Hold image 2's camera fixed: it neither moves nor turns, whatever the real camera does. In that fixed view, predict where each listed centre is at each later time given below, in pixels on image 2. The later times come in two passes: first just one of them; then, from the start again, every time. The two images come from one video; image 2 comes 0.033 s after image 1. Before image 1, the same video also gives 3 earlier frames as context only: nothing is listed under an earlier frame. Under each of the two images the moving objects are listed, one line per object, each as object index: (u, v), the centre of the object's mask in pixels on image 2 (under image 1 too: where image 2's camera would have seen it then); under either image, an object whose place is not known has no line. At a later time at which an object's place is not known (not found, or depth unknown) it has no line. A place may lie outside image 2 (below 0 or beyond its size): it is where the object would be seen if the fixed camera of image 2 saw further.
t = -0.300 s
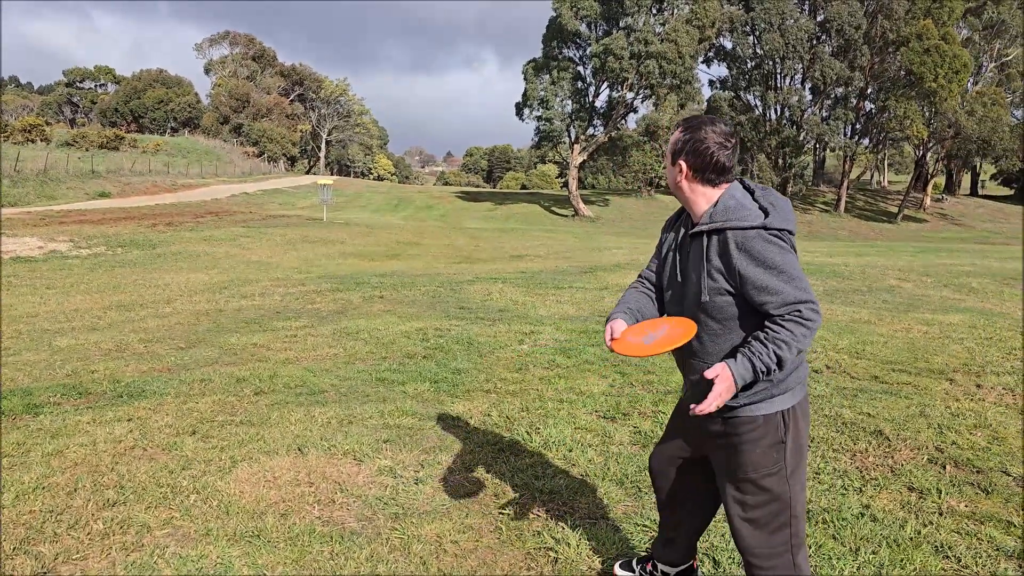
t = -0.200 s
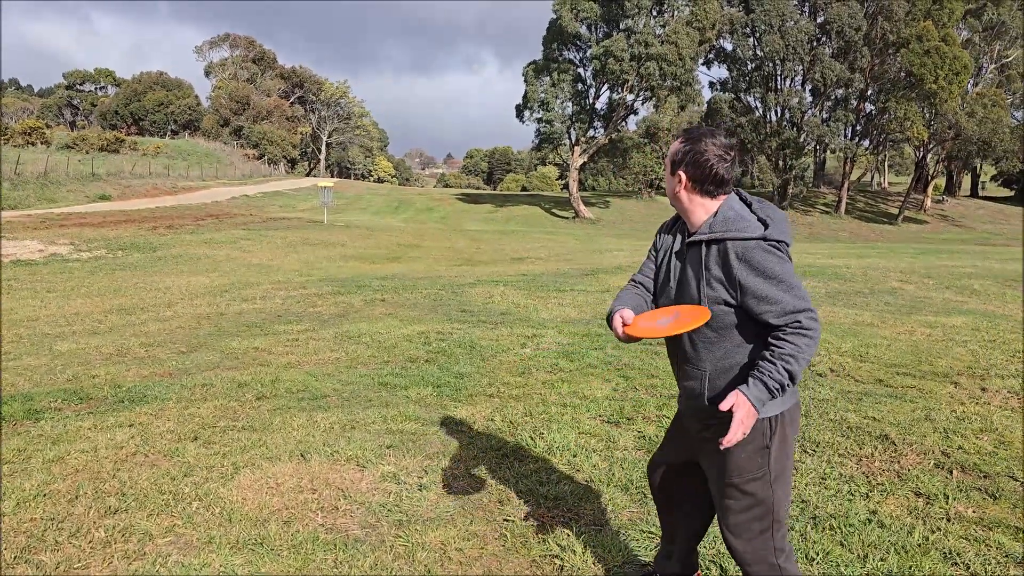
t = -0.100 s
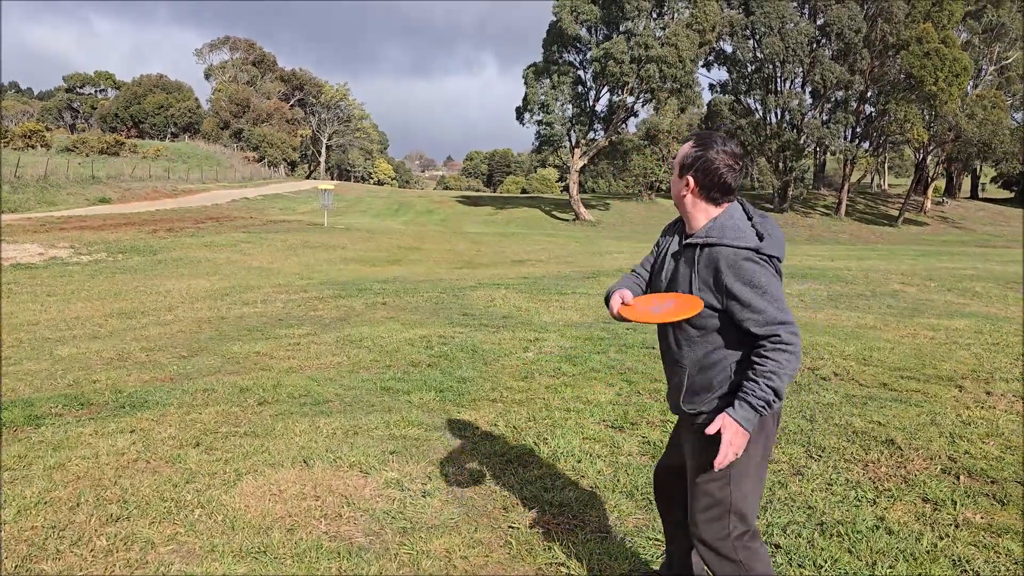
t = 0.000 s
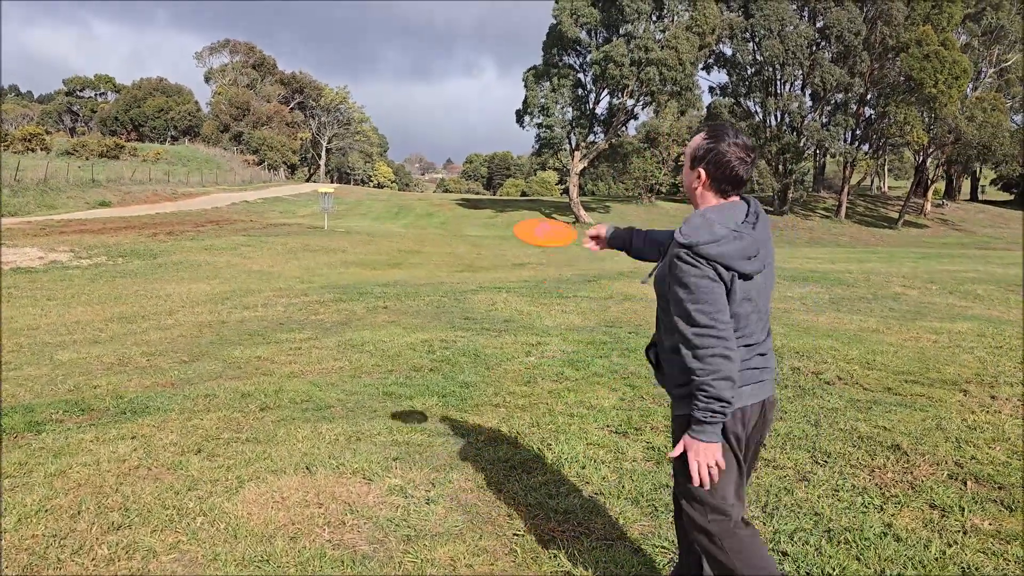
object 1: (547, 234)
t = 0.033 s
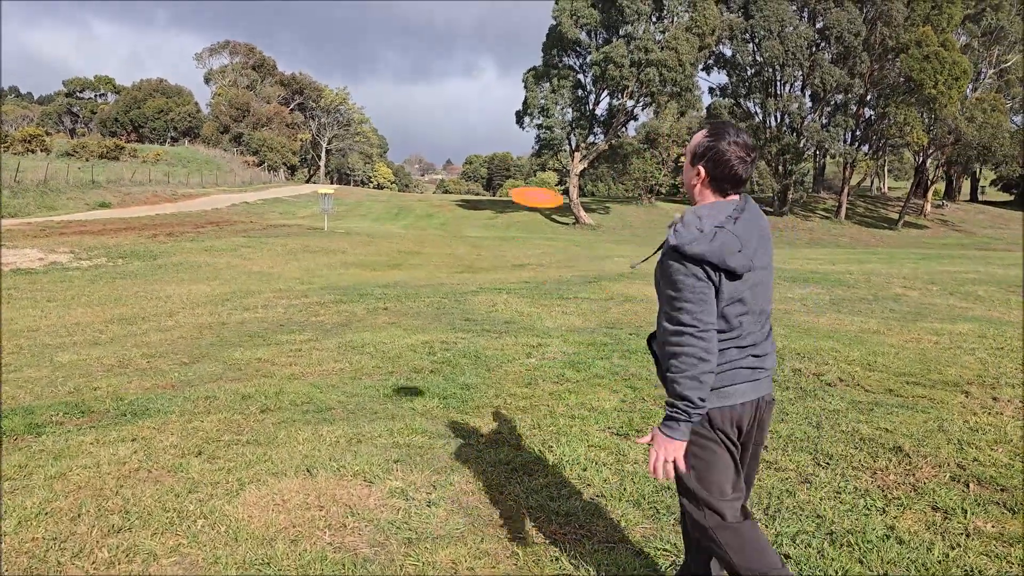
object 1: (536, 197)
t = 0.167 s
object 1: (514, 117)
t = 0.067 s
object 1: (529, 169)
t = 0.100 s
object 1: (523, 148)
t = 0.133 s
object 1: (518, 130)
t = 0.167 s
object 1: (514, 117)
